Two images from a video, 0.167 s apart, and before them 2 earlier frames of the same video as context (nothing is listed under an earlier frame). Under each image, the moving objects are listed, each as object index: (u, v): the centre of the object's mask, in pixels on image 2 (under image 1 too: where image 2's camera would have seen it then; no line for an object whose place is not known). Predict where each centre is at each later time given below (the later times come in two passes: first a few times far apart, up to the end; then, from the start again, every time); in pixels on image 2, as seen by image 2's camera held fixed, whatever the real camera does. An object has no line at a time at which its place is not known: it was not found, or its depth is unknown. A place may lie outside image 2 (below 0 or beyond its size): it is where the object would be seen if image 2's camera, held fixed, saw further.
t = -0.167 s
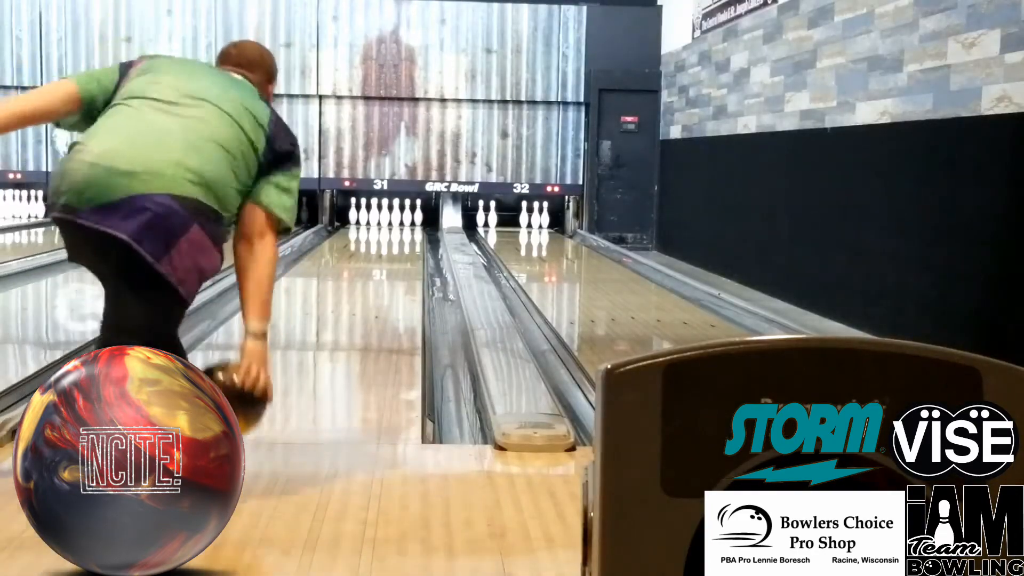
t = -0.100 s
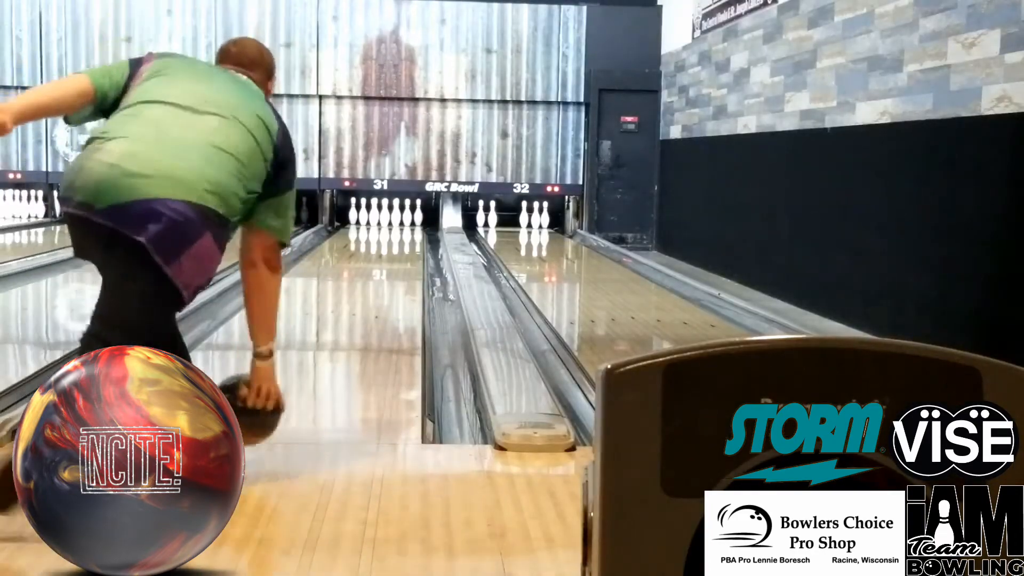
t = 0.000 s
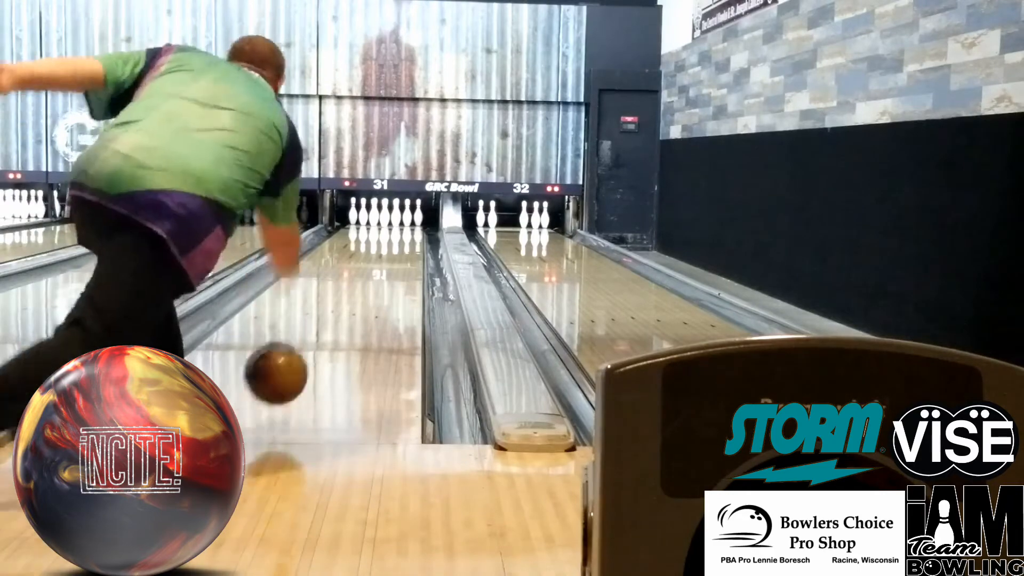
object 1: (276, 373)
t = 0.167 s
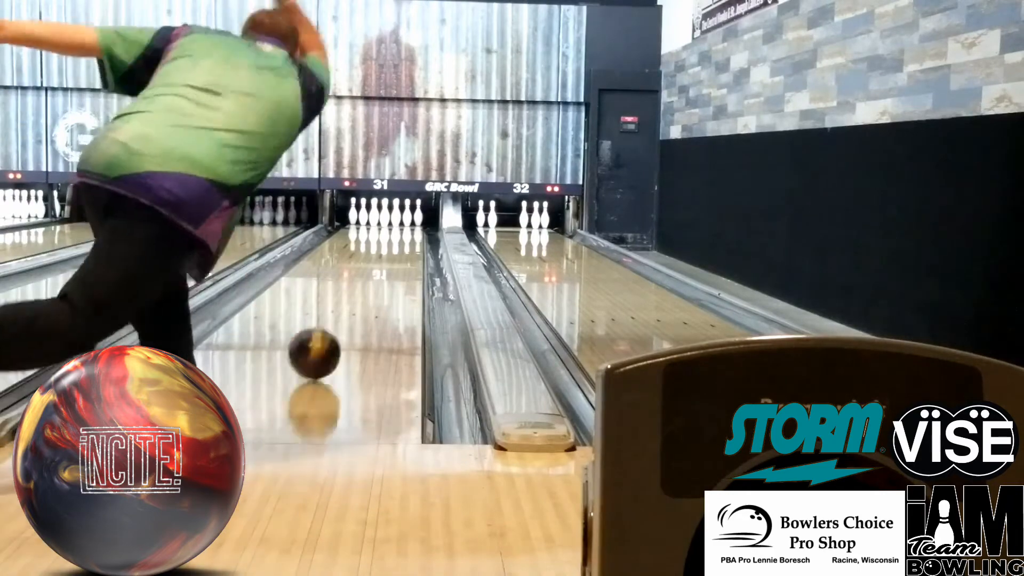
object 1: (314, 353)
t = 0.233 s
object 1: (326, 340)
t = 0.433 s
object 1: (353, 310)
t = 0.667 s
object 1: (374, 287)
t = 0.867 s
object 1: (386, 272)
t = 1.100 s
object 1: (397, 259)
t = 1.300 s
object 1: (403, 250)
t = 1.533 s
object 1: (407, 241)
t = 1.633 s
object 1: (408, 239)
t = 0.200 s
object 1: (320, 347)
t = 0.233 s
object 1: (326, 340)
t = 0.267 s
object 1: (331, 334)
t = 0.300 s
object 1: (336, 329)
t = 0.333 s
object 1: (341, 324)
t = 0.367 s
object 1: (345, 319)
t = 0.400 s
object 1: (349, 314)
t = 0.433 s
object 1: (353, 310)
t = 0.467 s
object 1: (356, 306)
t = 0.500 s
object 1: (360, 303)
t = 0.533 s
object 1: (363, 300)
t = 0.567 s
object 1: (366, 296)
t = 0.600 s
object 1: (369, 293)
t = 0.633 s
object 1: (371, 290)
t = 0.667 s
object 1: (374, 287)
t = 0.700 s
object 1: (376, 285)
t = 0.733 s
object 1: (378, 282)
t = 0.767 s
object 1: (380, 280)
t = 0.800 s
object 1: (383, 277)
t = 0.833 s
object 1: (385, 274)
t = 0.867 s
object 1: (386, 272)
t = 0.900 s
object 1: (388, 270)
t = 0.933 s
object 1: (390, 268)
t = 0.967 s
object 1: (391, 266)
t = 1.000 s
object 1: (393, 265)
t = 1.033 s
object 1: (394, 262)
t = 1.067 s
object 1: (395, 261)
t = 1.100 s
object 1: (397, 259)
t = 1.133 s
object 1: (398, 257)
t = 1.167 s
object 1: (399, 256)
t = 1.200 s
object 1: (400, 254)
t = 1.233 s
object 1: (401, 252)
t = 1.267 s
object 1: (402, 251)
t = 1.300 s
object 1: (403, 250)
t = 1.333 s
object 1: (403, 248)
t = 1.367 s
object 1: (404, 247)
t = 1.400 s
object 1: (405, 246)
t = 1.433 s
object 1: (406, 245)
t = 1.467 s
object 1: (406, 243)
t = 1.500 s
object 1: (407, 243)
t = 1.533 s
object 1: (407, 241)
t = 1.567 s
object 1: (408, 240)
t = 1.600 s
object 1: (408, 239)
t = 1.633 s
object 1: (408, 239)
